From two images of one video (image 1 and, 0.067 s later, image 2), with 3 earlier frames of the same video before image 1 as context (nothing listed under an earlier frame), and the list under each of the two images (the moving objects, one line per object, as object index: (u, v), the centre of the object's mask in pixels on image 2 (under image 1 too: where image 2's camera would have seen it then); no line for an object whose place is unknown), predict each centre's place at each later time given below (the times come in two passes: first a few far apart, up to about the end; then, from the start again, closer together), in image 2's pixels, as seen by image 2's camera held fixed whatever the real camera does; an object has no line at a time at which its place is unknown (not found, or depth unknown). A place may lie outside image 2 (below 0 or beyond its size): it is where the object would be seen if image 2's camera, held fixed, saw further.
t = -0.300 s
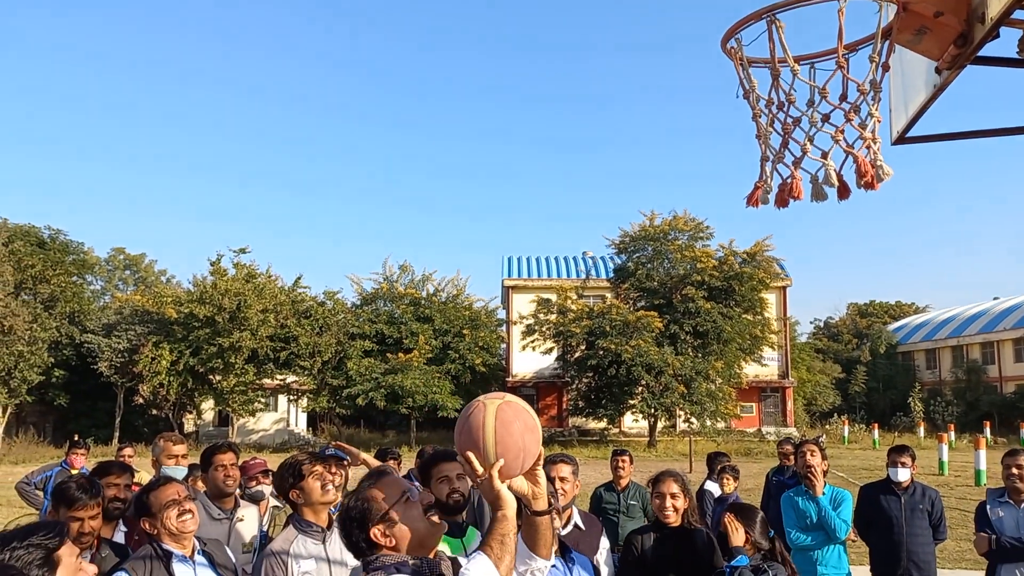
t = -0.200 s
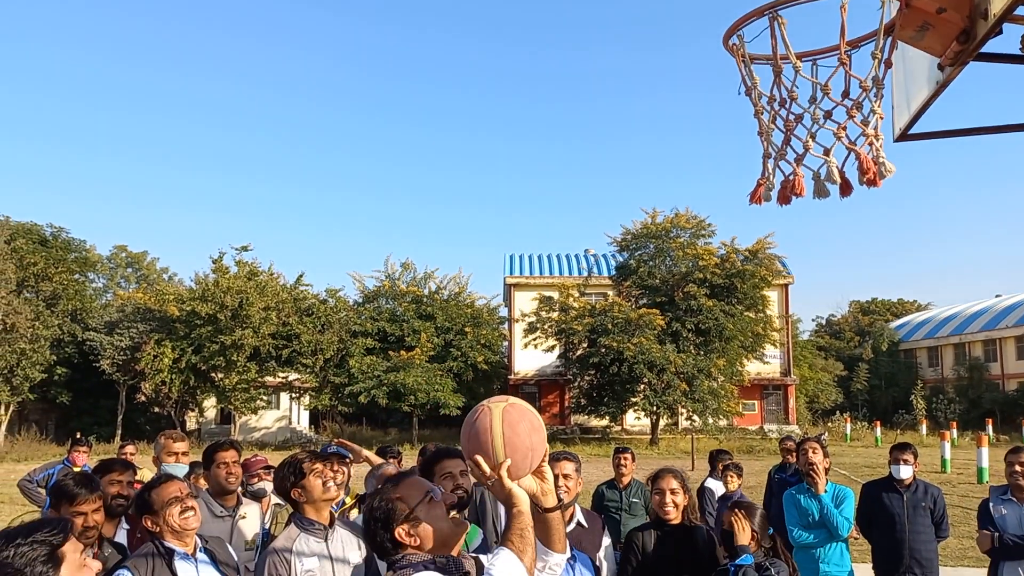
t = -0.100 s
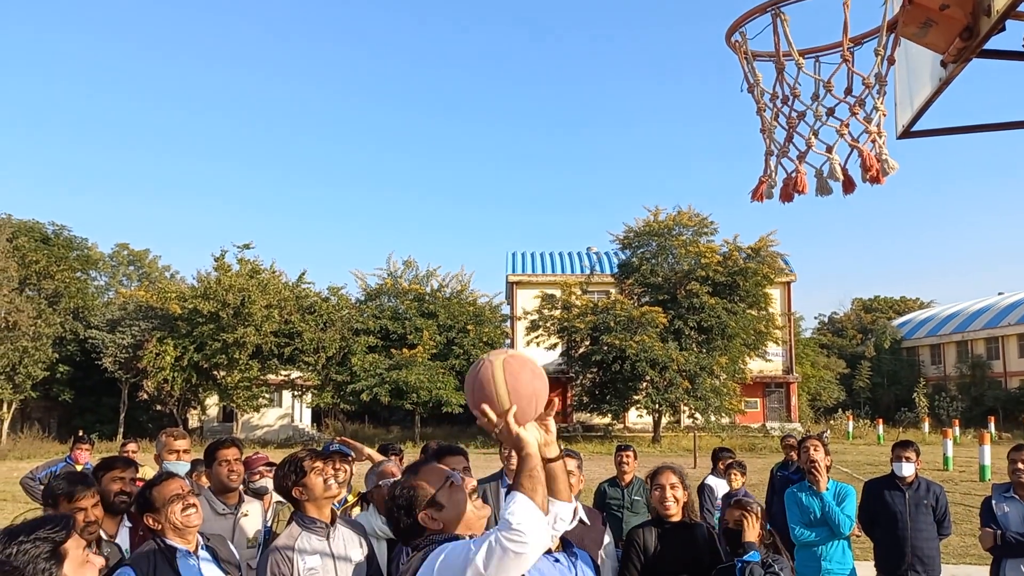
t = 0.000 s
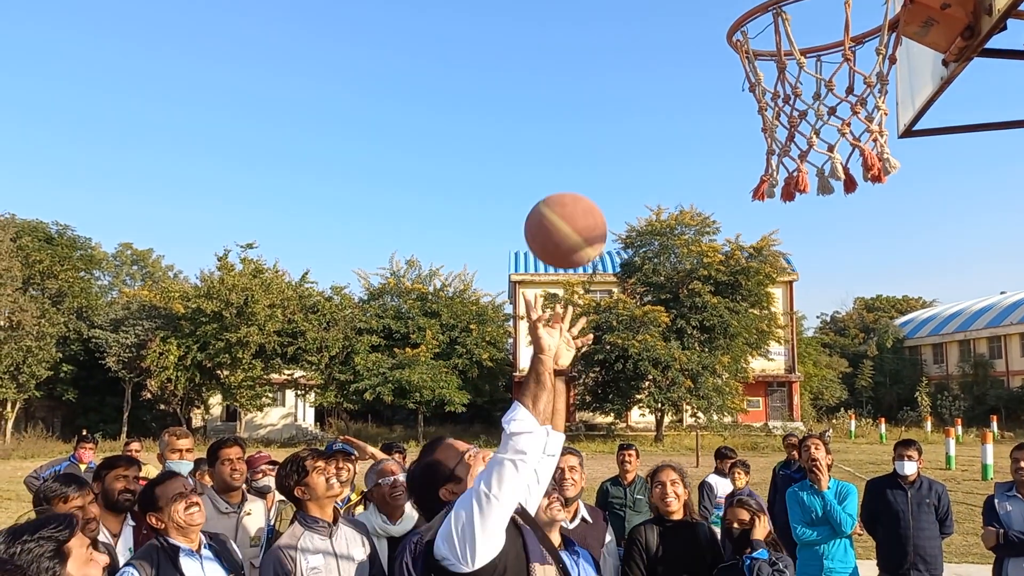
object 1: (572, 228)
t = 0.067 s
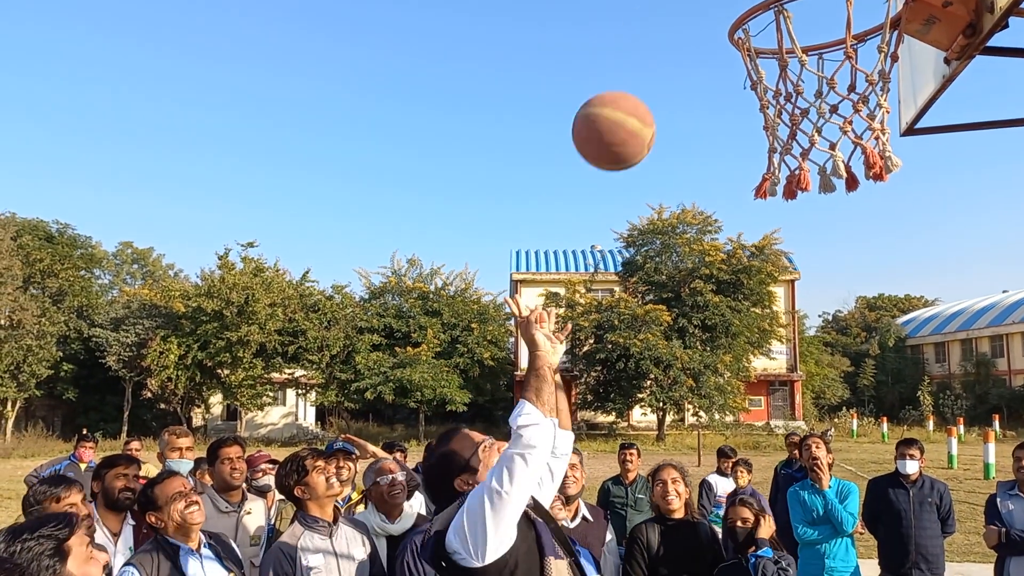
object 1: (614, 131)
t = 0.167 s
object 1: (683, 21)
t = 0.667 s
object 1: (784, -55)
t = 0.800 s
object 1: (738, -28)
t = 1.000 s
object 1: (744, -55)
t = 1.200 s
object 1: (761, -15)
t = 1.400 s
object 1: (830, 60)
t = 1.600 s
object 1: (863, 249)
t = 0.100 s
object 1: (636, 86)
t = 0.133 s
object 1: (660, 44)
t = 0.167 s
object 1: (683, 21)
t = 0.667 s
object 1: (784, -55)
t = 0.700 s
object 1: (767, -51)
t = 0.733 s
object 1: (744, -21)
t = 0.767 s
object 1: (735, -12)
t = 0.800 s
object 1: (738, -28)
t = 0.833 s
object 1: (739, -42)
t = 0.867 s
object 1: (740, -51)
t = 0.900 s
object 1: (742, -58)
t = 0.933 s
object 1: (742, -61)
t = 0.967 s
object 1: (743, -60)
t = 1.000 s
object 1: (744, -55)
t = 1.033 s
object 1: (744, -46)
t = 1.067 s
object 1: (744, -33)
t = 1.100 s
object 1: (744, -21)
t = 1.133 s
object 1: (742, -8)
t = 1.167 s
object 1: (751, -11)
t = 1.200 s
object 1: (761, -15)
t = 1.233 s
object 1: (773, -3)
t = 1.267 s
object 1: (782, -2)
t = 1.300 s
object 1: (795, 13)
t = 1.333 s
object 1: (803, 35)
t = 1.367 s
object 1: (814, 38)
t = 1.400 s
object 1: (830, 60)
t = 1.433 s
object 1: (832, 91)
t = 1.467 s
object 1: (838, 111)
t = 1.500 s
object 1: (845, 147)
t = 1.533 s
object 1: (851, 183)
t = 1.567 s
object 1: (859, 214)
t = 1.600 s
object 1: (863, 249)
